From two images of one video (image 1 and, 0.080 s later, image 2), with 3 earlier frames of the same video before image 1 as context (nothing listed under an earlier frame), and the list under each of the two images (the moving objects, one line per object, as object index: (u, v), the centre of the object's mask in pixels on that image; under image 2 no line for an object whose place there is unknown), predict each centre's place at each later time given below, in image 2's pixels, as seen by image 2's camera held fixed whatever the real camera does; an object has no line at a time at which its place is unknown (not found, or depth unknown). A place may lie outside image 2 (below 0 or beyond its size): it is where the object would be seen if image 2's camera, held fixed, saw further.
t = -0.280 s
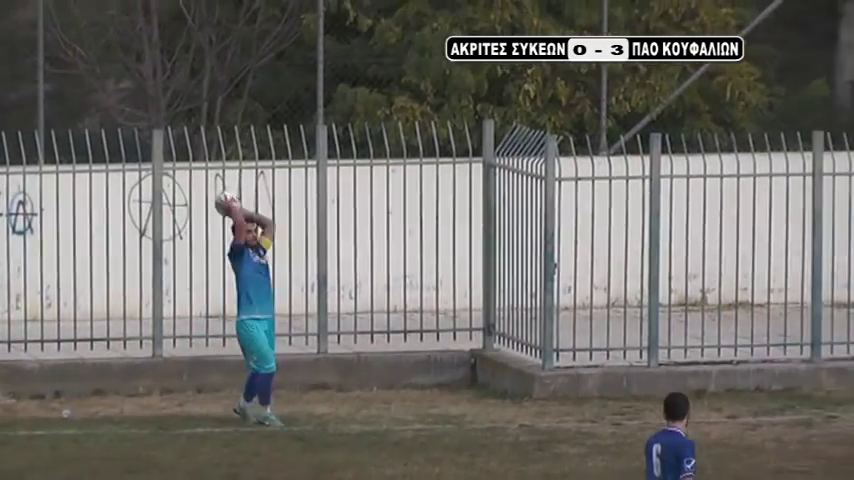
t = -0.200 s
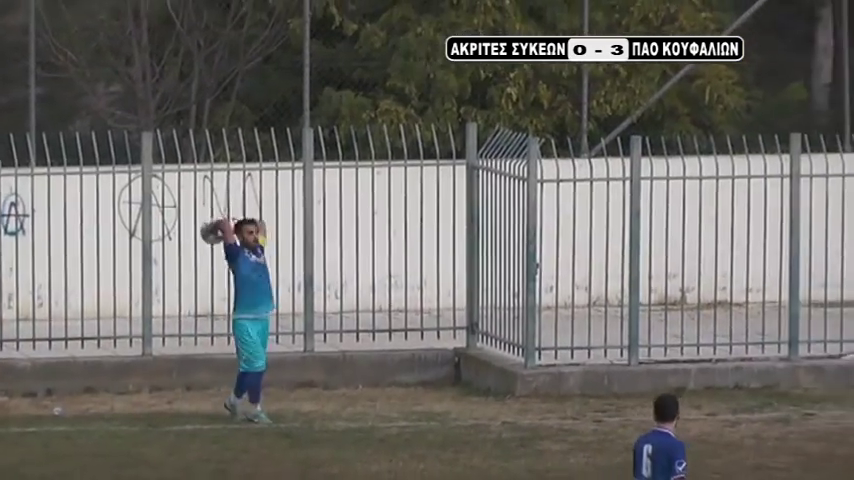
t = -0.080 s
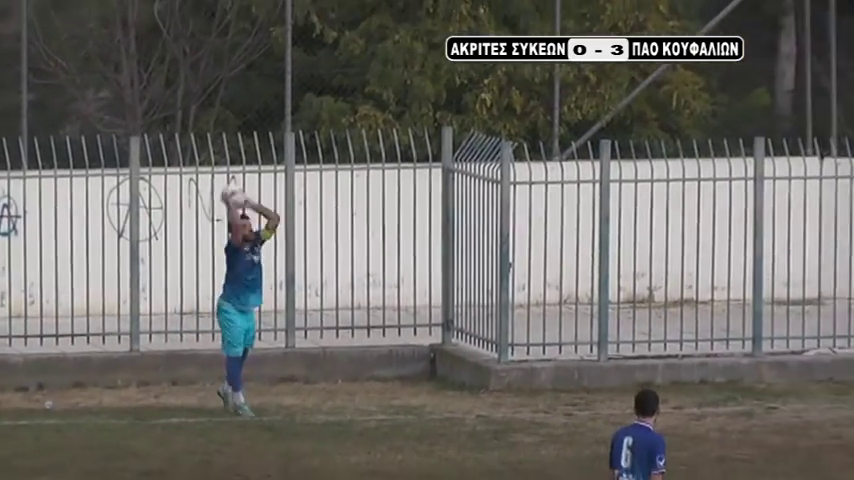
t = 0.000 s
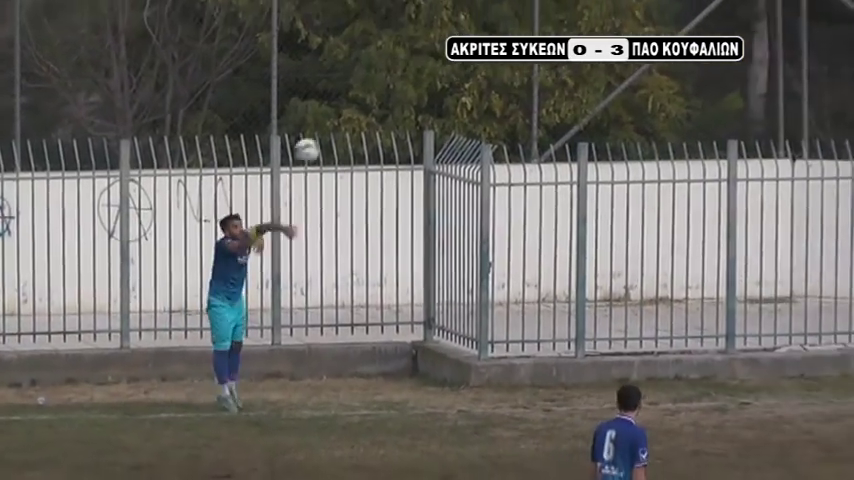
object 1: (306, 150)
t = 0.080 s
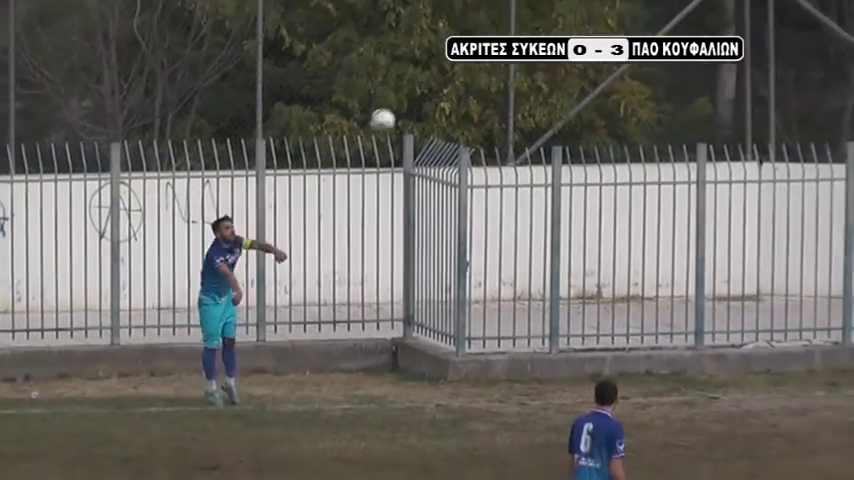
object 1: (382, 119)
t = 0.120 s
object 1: (428, 106)
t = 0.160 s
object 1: (475, 92)
